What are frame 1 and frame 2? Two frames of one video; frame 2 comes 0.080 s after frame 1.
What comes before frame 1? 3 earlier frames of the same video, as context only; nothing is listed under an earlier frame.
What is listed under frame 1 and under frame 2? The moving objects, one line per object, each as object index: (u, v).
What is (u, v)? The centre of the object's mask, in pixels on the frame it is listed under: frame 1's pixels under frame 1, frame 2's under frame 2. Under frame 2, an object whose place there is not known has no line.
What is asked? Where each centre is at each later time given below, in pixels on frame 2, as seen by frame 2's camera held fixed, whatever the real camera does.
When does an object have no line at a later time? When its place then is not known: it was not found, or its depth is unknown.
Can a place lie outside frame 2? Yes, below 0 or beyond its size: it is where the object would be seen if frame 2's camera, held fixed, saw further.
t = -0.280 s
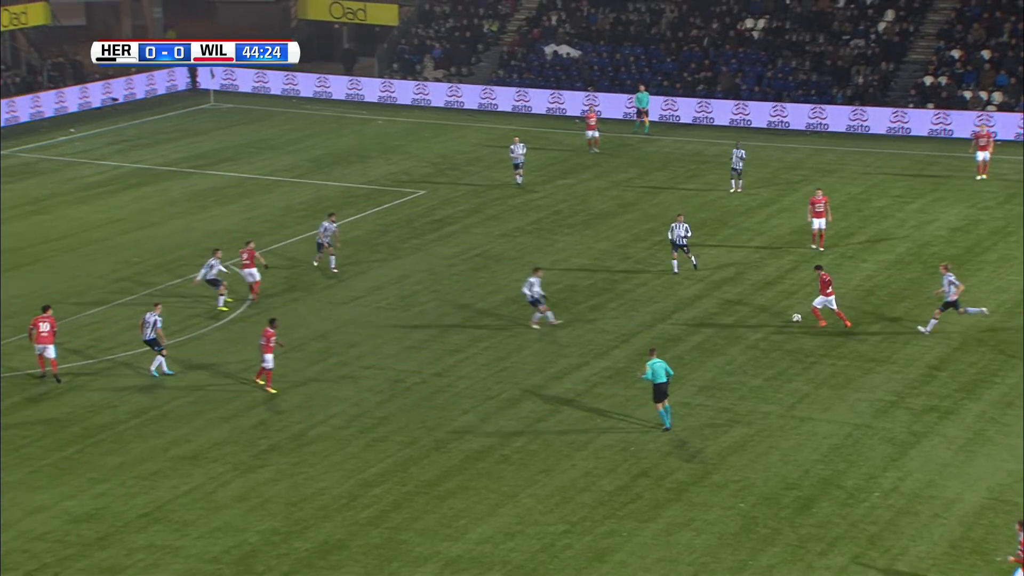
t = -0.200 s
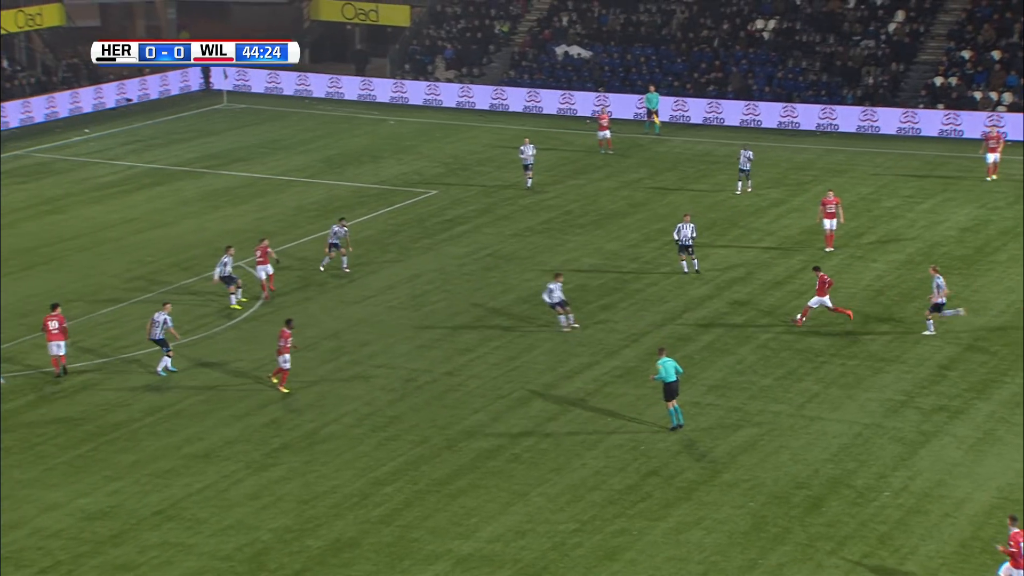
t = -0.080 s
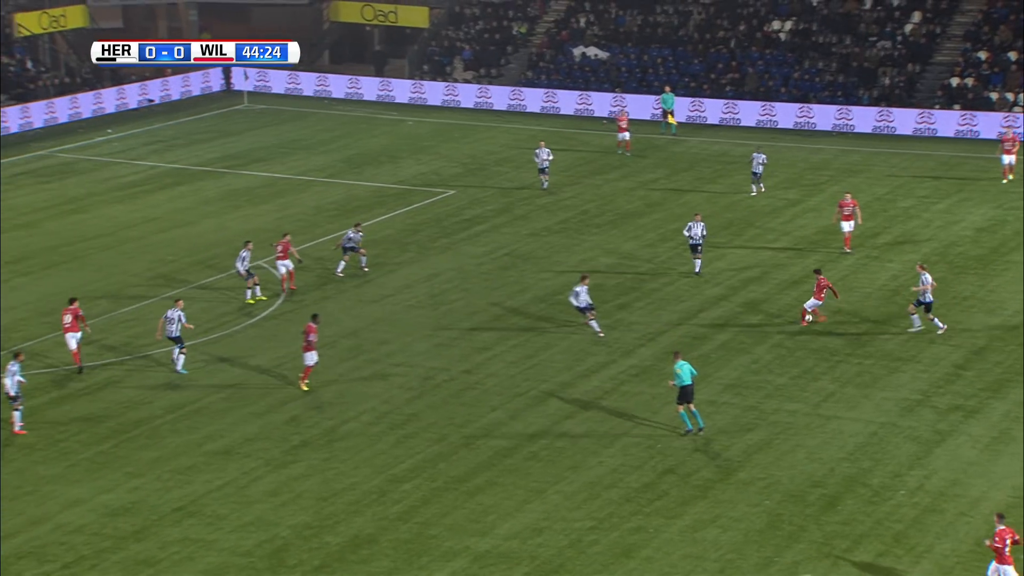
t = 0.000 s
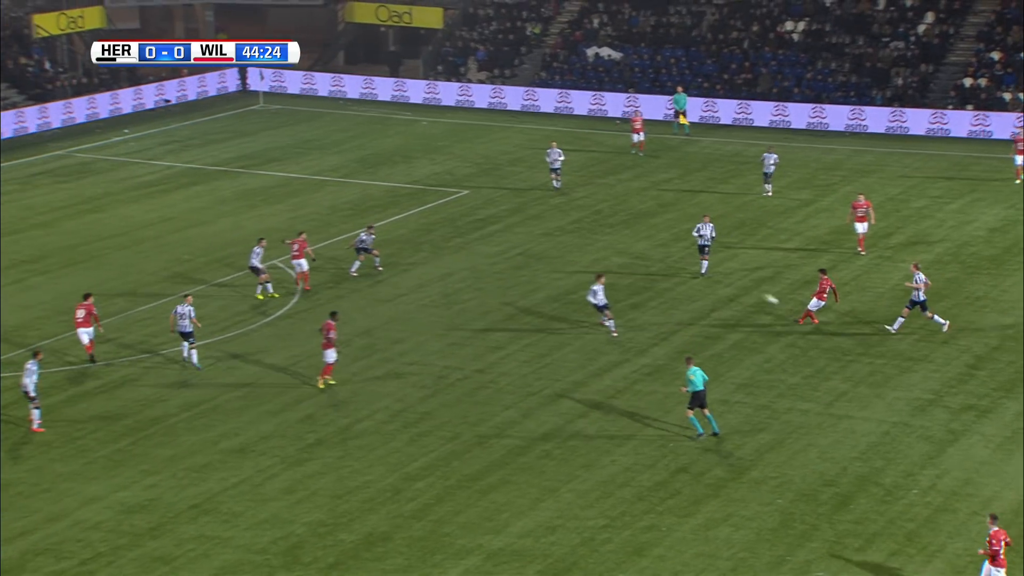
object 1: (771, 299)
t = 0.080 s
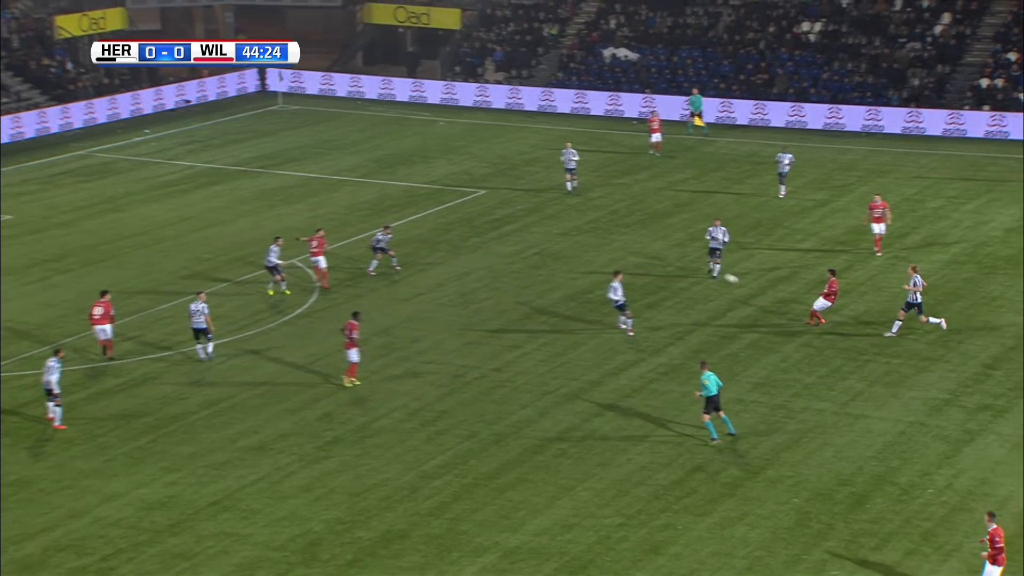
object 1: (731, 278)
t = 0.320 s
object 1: (578, 226)
